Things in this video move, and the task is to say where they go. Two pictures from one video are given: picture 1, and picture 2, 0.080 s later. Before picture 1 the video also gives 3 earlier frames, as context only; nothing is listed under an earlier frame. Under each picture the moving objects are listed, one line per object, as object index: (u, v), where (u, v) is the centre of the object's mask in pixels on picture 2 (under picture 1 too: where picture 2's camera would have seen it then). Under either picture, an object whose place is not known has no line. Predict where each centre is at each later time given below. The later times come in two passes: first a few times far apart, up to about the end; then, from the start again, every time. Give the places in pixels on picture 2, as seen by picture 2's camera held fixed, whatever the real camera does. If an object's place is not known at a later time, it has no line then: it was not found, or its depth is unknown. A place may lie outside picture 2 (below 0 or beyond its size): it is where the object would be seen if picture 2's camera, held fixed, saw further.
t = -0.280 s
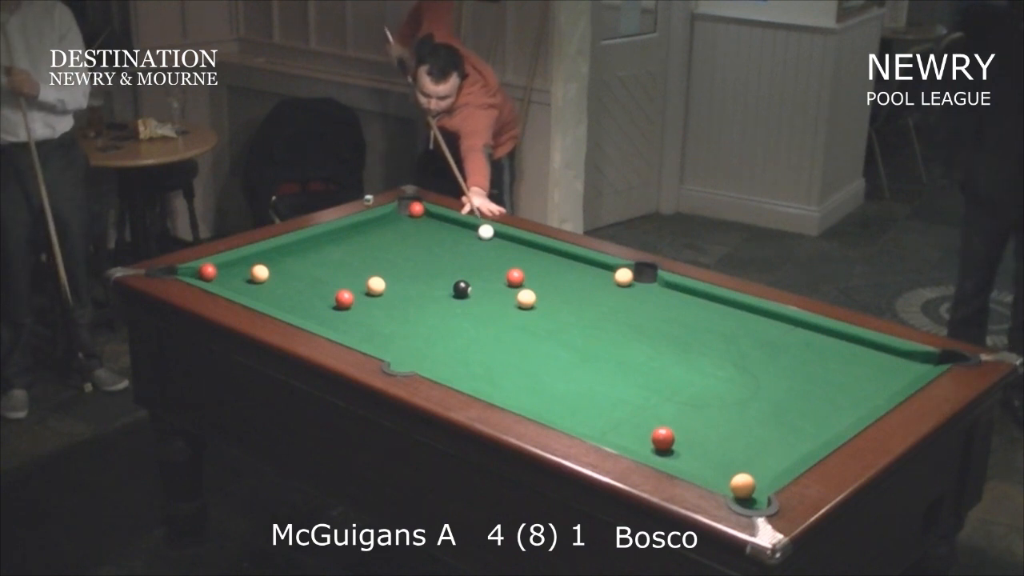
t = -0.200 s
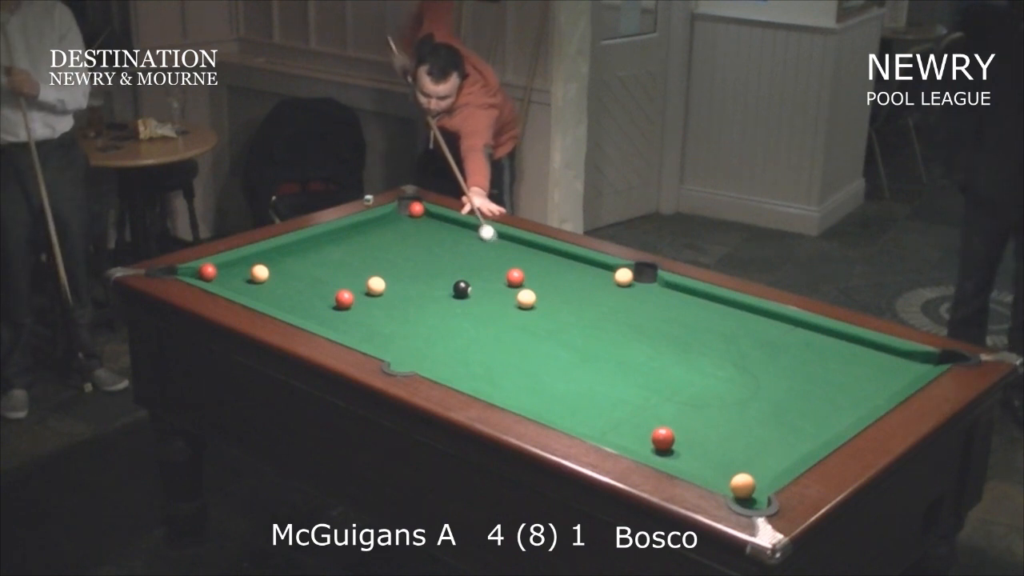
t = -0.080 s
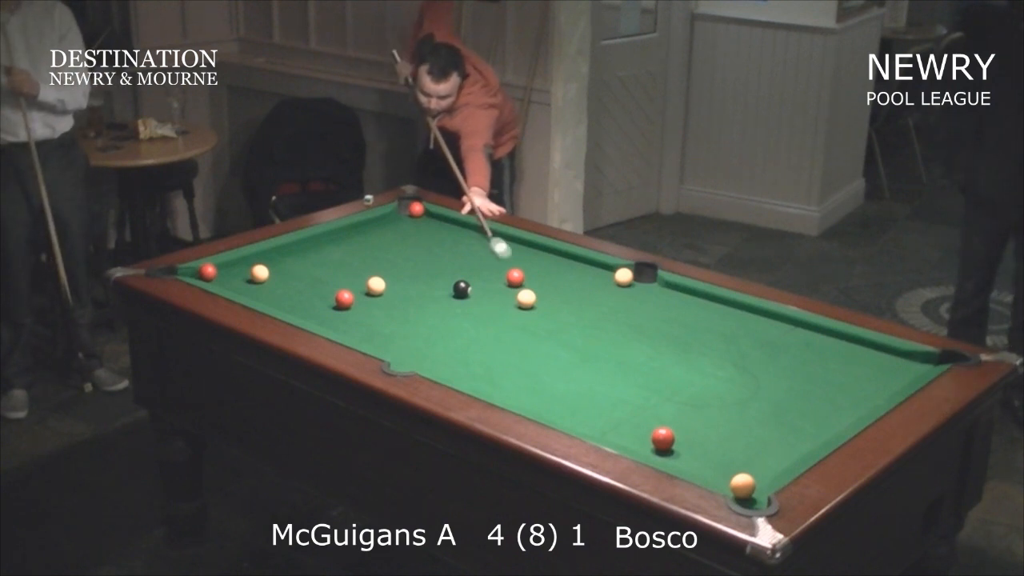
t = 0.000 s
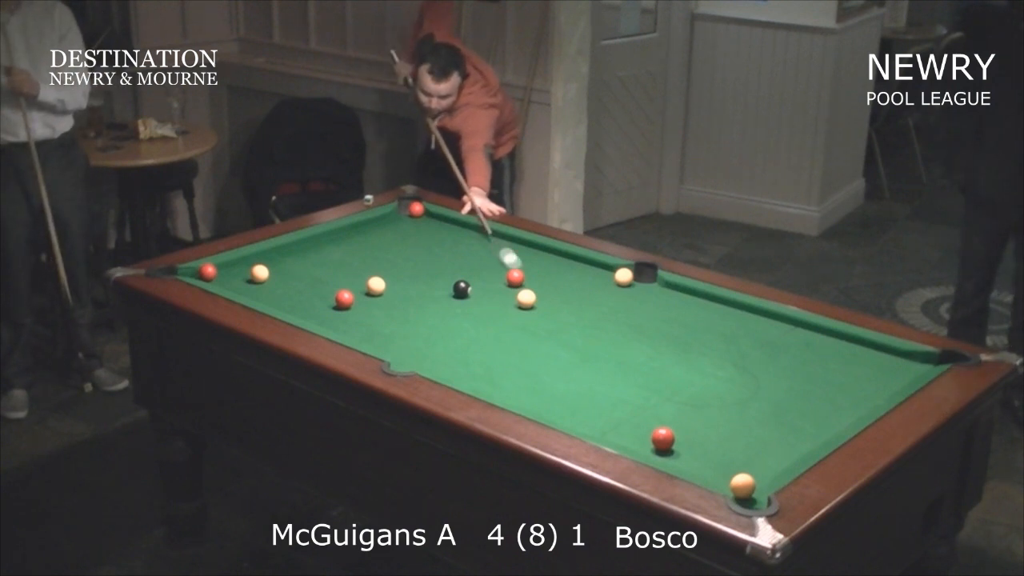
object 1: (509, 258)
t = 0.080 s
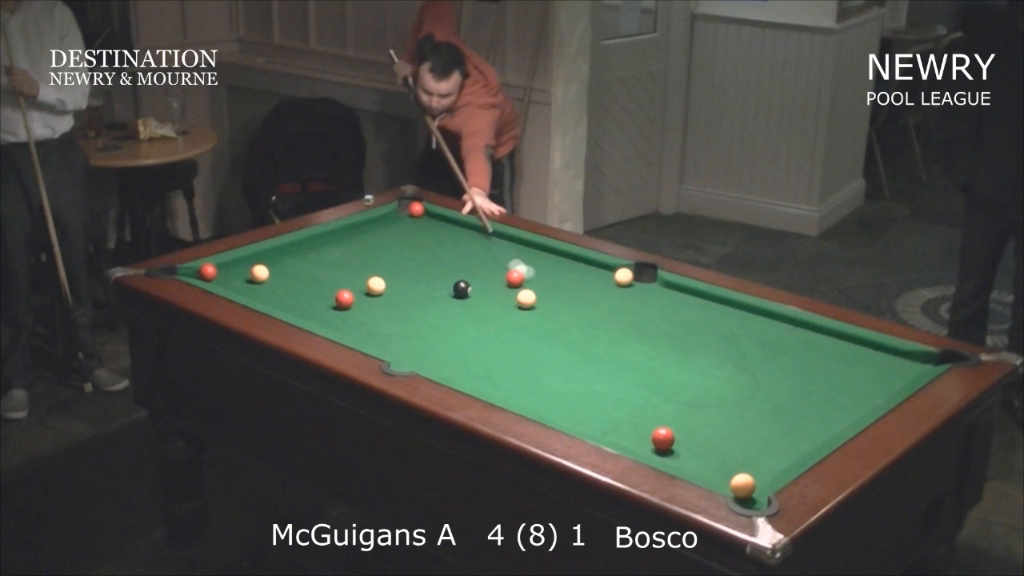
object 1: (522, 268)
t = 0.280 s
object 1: (562, 281)
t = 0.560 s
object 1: (622, 297)
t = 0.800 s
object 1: (672, 310)
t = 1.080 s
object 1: (729, 325)
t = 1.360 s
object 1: (784, 339)
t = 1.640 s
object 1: (838, 353)
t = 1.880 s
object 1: (882, 365)
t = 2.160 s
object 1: (899, 368)
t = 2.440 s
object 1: (873, 358)
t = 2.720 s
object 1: (852, 351)
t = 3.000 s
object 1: (835, 345)
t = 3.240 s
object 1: (824, 341)
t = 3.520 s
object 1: (814, 337)
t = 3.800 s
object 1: (808, 334)
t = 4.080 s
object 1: (804, 333)
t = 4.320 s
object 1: (803, 333)
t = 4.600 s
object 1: (803, 333)
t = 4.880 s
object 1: (803, 333)
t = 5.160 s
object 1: (803, 333)
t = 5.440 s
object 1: (803, 333)
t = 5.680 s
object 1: (803, 333)
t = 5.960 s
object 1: (803, 333)
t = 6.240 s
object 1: (803, 333)
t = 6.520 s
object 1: (803, 333)
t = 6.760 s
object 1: (803, 333)
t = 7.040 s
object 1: (803, 333)
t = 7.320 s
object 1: (803, 333)
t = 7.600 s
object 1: (803, 333)
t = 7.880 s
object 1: (803, 333)
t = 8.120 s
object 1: (803, 333)
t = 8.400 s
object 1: (803, 333)
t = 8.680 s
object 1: (803, 333)
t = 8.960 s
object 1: (803, 333)
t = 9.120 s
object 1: (803, 333)
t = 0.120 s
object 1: (529, 272)
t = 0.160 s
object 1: (537, 275)
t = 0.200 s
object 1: (546, 277)
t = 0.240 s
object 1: (554, 279)
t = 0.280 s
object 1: (562, 281)
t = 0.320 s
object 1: (571, 283)
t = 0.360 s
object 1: (580, 286)
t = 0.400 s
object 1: (588, 288)
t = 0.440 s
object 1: (596, 290)
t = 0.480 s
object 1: (605, 292)
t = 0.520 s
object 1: (613, 294)
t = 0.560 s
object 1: (622, 297)
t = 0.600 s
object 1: (630, 299)
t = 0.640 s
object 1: (639, 301)
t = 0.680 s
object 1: (647, 303)
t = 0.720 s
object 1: (656, 305)
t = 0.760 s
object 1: (664, 307)
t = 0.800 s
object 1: (672, 310)
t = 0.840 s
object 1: (680, 312)
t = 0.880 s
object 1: (688, 314)
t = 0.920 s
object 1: (697, 316)
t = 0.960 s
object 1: (705, 318)
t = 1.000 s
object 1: (713, 320)
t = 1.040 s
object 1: (721, 322)
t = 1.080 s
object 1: (729, 325)
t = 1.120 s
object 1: (737, 327)
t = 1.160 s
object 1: (745, 329)
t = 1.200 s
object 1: (753, 331)
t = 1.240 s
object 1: (761, 333)
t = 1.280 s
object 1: (769, 335)
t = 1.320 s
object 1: (777, 337)
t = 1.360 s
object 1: (784, 339)
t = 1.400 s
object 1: (792, 341)
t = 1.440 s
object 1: (800, 343)
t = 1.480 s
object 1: (808, 345)
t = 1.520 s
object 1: (816, 347)
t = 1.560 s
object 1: (823, 349)
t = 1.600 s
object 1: (831, 351)
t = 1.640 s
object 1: (838, 353)
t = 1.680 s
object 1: (845, 355)
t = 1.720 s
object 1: (853, 357)
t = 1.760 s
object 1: (860, 359)
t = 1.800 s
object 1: (868, 361)
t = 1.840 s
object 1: (875, 363)
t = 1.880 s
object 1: (882, 365)
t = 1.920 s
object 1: (890, 367)
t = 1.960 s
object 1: (897, 369)
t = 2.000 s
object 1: (904, 370)
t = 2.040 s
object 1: (907, 370)
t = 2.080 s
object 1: (905, 370)
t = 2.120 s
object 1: (902, 369)
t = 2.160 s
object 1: (899, 368)
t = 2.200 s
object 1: (895, 366)
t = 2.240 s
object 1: (891, 365)
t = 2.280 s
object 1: (887, 363)
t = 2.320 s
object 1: (883, 362)
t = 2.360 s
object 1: (880, 361)
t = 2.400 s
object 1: (876, 360)
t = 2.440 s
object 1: (873, 358)
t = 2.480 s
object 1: (870, 357)
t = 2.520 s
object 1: (866, 356)
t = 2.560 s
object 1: (863, 355)
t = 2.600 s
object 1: (860, 354)
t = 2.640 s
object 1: (857, 353)
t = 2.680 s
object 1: (854, 352)
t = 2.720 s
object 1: (852, 351)
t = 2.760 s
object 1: (849, 350)
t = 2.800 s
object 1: (846, 349)
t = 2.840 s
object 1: (844, 348)
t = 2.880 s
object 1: (842, 347)
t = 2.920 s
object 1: (840, 346)
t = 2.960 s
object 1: (837, 346)
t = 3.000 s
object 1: (835, 345)
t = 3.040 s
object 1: (834, 344)
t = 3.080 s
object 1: (831, 343)
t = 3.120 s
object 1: (829, 343)
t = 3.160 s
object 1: (827, 342)
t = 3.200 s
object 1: (825, 341)
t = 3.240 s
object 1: (824, 341)
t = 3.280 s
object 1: (822, 340)
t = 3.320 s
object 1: (821, 339)
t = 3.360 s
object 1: (819, 339)
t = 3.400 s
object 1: (818, 339)
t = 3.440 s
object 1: (816, 338)
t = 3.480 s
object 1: (815, 337)
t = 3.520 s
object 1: (814, 337)
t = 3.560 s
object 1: (813, 337)
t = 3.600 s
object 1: (812, 336)
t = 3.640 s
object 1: (811, 336)
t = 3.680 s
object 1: (810, 335)
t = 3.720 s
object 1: (809, 335)
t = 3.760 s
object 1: (808, 335)
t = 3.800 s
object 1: (808, 334)
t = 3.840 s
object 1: (807, 334)
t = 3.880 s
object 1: (806, 334)
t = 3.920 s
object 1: (806, 334)
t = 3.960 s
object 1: (805, 334)
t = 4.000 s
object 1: (805, 334)
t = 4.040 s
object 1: (804, 333)
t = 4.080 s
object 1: (804, 333)
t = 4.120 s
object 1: (803, 333)
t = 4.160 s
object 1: (803, 333)
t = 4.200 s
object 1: (803, 333)
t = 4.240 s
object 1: (803, 333)
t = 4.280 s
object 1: (803, 333)
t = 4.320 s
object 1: (803, 333)
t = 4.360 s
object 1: (803, 333)
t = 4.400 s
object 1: (803, 333)
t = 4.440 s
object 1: (803, 333)
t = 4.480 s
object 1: (803, 333)
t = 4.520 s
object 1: (803, 333)
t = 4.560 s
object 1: (803, 333)
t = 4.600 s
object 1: (803, 333)
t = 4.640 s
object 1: (803, 333)
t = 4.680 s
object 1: (803, 333)
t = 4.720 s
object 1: (803, 333)
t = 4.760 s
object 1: (803, 333)
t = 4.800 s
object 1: (803, 333)
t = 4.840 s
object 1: (803, 333)
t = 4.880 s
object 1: (803, 333)
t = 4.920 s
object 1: (803, 333)
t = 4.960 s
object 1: (803, 333)
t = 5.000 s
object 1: (803, 333)
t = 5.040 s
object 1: (803, 333)
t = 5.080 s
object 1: (803, 333)
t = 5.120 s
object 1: (803, 333)
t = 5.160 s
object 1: (803, 333)
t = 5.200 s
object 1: (803, 333)
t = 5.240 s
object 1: (803, 333)
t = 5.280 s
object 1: (803, 333)
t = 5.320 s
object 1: (803, 333)
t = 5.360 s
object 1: (803, 333)
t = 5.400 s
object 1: (803, 333)
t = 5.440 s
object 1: (803, 333)
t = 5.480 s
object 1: (803, 333)
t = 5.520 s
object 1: (803, 333)
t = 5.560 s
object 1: (803, 333)
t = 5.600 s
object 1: (803, 333)
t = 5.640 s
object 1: (803, 333)
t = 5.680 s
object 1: (803, 333)
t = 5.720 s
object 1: (803, 333)
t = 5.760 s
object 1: (803, 333)
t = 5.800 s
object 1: (803, 333)
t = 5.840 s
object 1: (803, 333)
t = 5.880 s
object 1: (803, 333)
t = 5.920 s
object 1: (803, 333)
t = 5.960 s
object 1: (803, 333)
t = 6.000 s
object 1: (803, 333)
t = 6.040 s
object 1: (803, 333)
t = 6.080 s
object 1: (803, 333)
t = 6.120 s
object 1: (803, 333)
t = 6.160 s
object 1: (803, 333)
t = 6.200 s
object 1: (803, 333)
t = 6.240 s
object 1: (803, 333)
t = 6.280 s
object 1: (803, 333)
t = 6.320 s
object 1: (803, 333)
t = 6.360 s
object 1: (803, 333)
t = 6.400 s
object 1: (803, 333)
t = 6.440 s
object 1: (803, 333)
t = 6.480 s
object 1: (803, 333)
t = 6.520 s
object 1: (803, 333)
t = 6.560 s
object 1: (803, 333)
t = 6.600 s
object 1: (803, 333)
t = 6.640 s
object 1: (803, 333)
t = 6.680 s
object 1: (803, 333)
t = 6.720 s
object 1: (803, 333)
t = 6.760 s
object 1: (803, 333)
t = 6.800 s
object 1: (803, 333)
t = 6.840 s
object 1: (803, 333)
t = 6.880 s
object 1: (803, 333)
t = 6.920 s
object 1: (803, 333)
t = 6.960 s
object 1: (803, 333)
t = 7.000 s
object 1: (803, 333)
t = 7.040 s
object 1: (803, 333)
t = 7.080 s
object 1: (803, 333)
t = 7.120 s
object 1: (803, 333)
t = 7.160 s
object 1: (803, 333)
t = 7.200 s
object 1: (803, 333)
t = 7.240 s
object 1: (803, 333)
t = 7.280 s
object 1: (803, 333)
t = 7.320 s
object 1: (803, 333)
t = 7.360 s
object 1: (803, 333)
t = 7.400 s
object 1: (803, 333)
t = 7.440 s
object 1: (803, 333)
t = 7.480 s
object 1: (803, 333)
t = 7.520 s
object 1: (803, 333)
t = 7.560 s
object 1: (803, 333)
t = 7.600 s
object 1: (803, 333)
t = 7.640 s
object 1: (803, 333)
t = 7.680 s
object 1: (803, 333)
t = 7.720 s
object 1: (803, 333)
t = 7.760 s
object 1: (803, 333)
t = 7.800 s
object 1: (803, 333)
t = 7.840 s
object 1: (803, 333)
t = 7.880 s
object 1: (803, 333)
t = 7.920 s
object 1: (803, 333)
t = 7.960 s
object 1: (803, 333)
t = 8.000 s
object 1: (803, 333)
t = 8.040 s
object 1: (803, 333)
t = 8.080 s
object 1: (803, 333)
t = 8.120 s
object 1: (803, 333)
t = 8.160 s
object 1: (803, 333)
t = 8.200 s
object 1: (803, 333)
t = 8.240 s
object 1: (803, 333)
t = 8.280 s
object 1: (803, 333)
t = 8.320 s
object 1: (803, 333)
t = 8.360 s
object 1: (803, 333)
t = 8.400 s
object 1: (803, 333)
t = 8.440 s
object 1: (803, 333)
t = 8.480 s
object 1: (803, 333)
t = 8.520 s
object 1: (803, 333)
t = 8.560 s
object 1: (803, 333)
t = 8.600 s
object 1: (803, 333)
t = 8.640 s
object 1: (803, 333)
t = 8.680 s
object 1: (803, 333)
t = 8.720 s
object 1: (803, 333)
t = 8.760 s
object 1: (803, 333)
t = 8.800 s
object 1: (803, 333)
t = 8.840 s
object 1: (803, 333)
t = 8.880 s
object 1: (803, 333)
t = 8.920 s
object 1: (803, 333)
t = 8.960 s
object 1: (803, 333)
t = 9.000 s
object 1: (803, 333)
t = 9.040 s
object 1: (803, 333)
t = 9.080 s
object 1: (803, 333)
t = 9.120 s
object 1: (803, 333)
